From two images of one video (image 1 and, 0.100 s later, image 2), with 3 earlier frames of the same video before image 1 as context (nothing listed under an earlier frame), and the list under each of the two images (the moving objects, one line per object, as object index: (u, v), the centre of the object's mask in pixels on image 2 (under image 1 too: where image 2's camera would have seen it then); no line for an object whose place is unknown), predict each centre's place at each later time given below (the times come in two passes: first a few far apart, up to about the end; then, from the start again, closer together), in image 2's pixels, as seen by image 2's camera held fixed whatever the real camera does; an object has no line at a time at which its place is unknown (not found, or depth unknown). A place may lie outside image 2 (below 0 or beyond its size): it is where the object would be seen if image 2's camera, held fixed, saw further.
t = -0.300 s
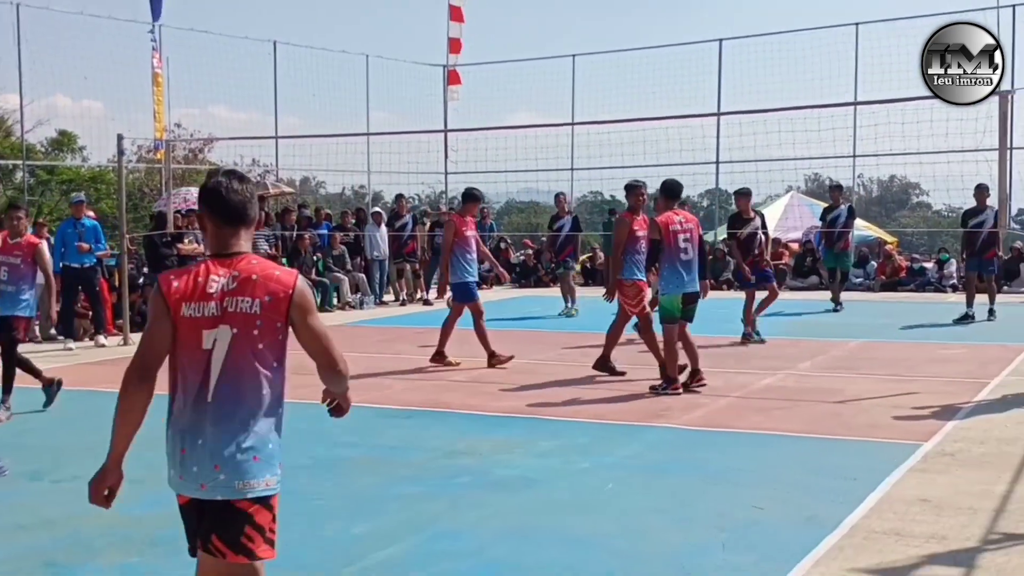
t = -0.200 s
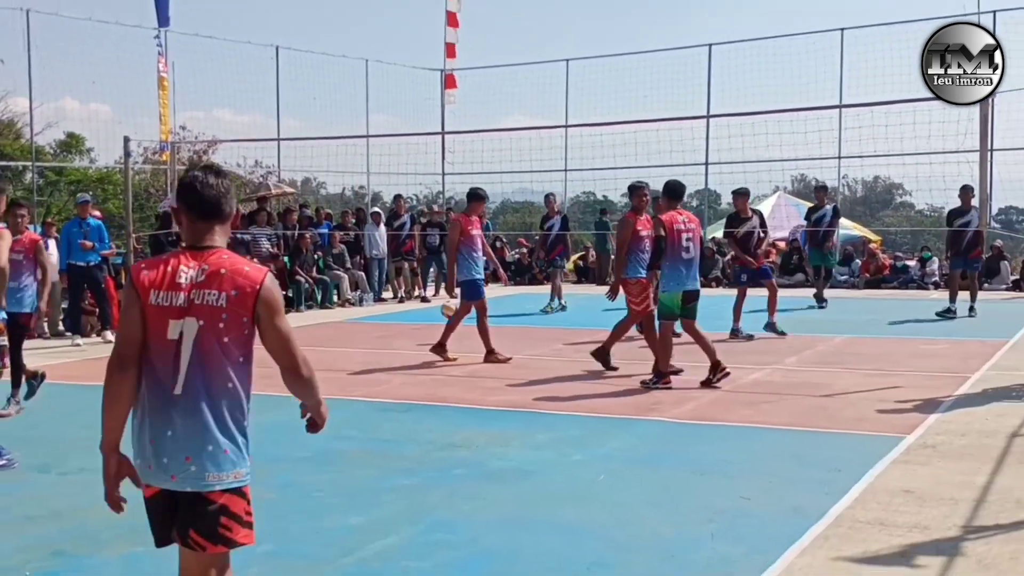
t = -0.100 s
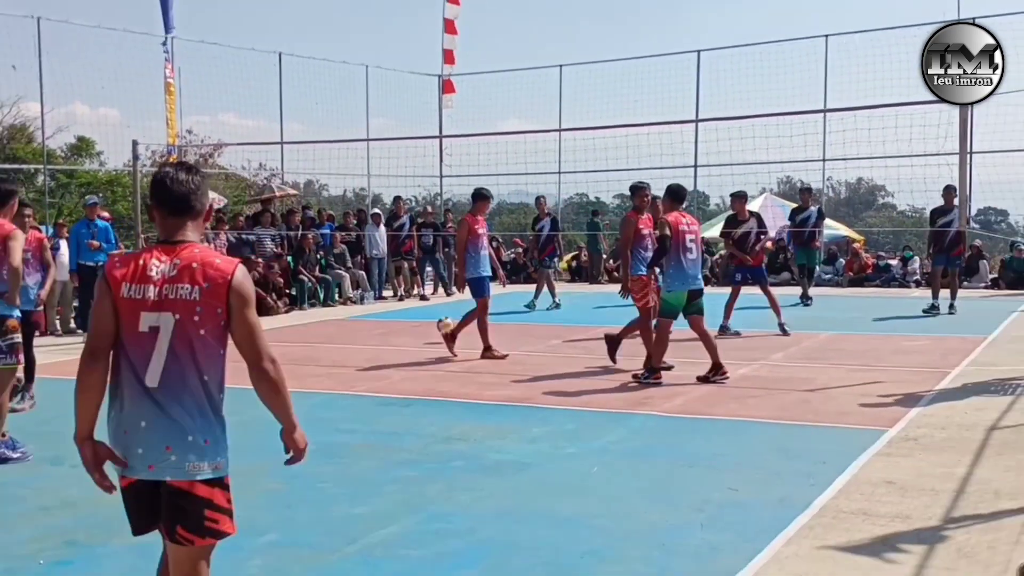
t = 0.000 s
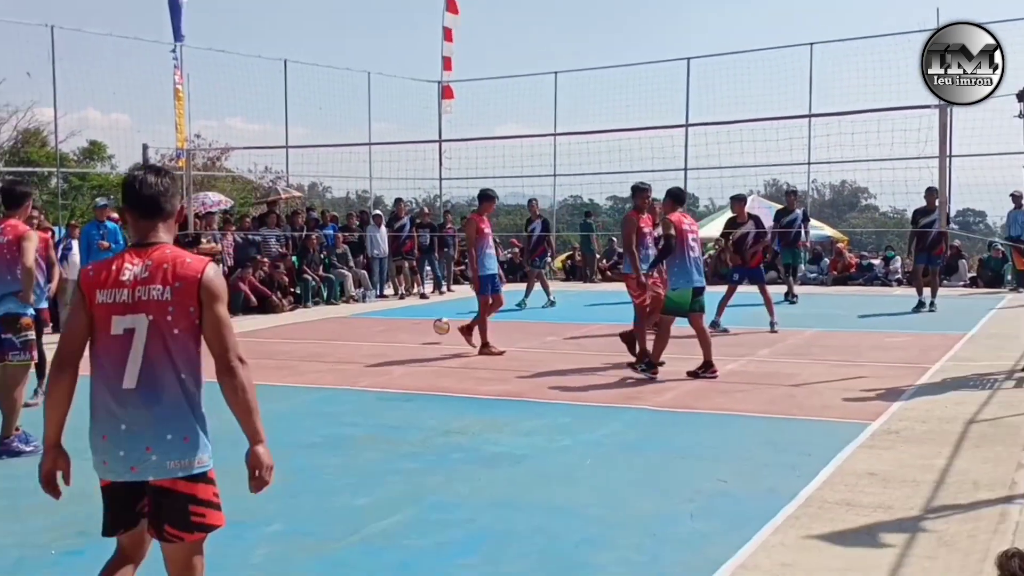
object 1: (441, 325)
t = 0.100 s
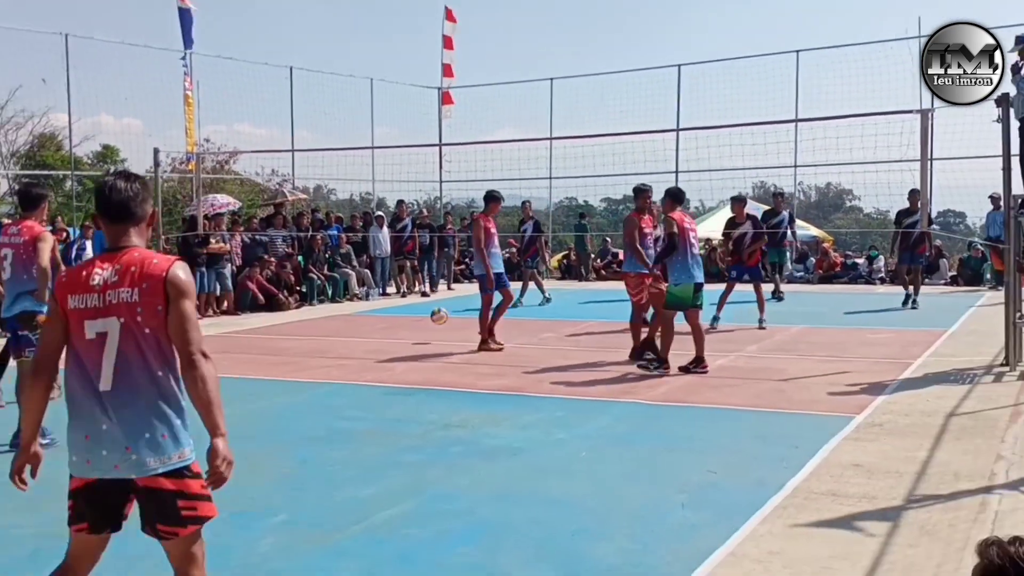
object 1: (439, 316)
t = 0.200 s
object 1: (437, 316)
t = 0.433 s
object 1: (428, 337)
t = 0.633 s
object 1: (418, 333)
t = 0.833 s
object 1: (414, 349)
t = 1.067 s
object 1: (410, 362)
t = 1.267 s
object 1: (403, 371)
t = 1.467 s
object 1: (394, 385)
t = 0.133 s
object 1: (439, 315)
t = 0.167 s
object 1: (437, 315)
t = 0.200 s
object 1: (437, 316)
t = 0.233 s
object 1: (436, 318)
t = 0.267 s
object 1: (435, 321)
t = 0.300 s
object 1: (434, 324)
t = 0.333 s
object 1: (433, 329)
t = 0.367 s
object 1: (431, 334)
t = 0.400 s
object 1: (430, 341)
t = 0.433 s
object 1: (428, 337)
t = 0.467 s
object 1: (426, 334)
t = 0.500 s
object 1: (424, 331)
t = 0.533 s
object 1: (423, 330)
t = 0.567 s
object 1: (421, 331)
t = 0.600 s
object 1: (420, 331)
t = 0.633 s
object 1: (418, 333)
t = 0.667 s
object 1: (417, 337)
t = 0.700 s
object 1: (416, 341)
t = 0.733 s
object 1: (415, 347)
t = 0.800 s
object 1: (414, 351)
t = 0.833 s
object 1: (414, 349)
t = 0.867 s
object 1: (412, 347)
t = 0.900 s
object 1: (412, 346)
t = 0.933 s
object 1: (412, 347)
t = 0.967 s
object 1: (411, 349)
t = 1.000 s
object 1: (411, 352)
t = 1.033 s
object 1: (411, 356)
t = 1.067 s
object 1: (410, 362)
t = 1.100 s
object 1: (410, 368)
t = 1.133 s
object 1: (408, 368)
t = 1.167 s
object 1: (408, 367)
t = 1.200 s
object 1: (406, 367)
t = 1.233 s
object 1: (405, 368)
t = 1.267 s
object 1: (403, 371)
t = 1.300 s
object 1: (402, 375)
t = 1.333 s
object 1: (401, 381)
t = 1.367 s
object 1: (399, 381)
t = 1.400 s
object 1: (398, 381)
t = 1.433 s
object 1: (396, 382)
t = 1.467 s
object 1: (394, 385)
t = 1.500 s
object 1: (393, 389)
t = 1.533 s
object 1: (392, 392)
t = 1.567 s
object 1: (389, 393)
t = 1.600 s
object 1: (388, 395)
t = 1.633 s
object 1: (387, 398)
